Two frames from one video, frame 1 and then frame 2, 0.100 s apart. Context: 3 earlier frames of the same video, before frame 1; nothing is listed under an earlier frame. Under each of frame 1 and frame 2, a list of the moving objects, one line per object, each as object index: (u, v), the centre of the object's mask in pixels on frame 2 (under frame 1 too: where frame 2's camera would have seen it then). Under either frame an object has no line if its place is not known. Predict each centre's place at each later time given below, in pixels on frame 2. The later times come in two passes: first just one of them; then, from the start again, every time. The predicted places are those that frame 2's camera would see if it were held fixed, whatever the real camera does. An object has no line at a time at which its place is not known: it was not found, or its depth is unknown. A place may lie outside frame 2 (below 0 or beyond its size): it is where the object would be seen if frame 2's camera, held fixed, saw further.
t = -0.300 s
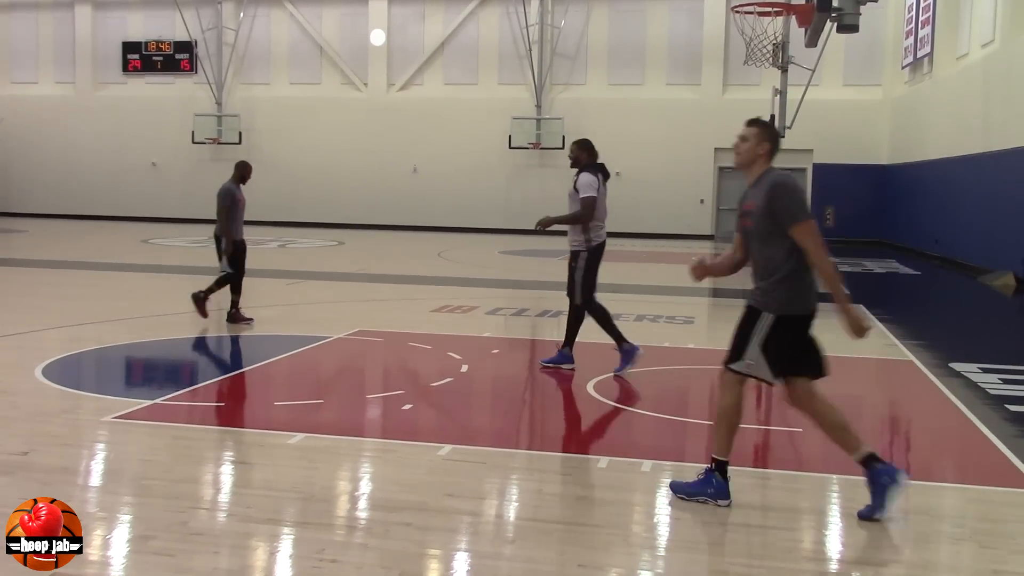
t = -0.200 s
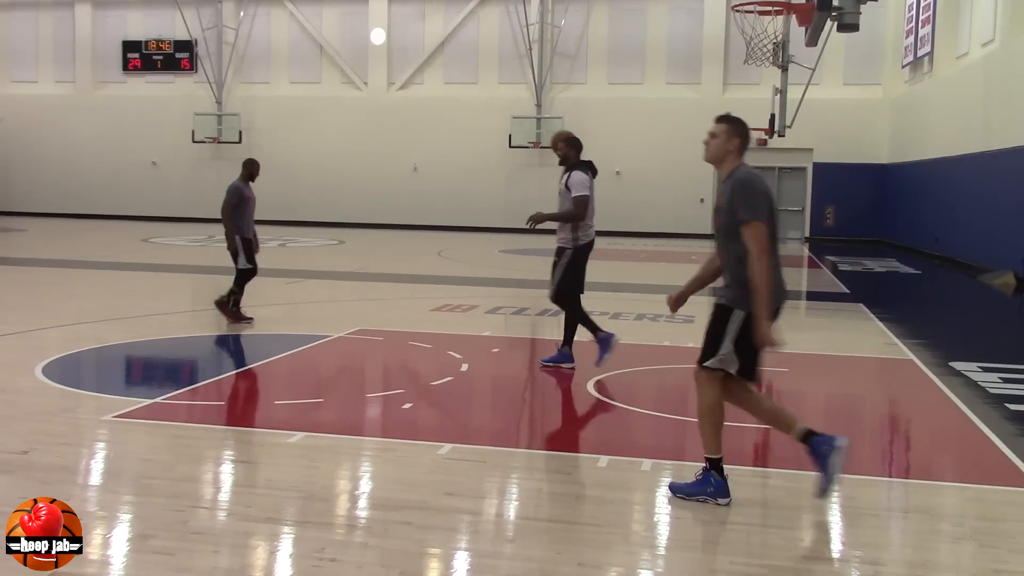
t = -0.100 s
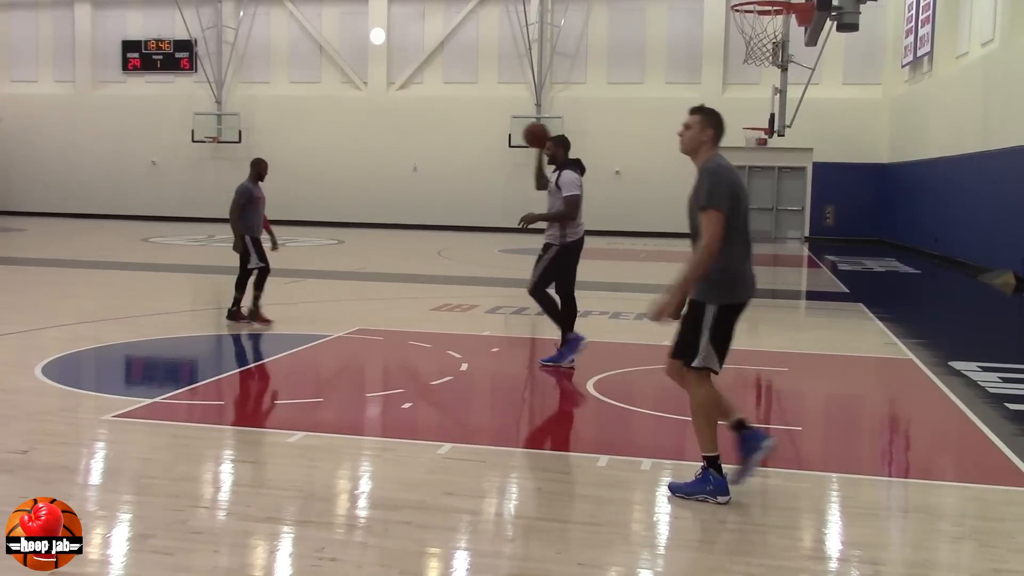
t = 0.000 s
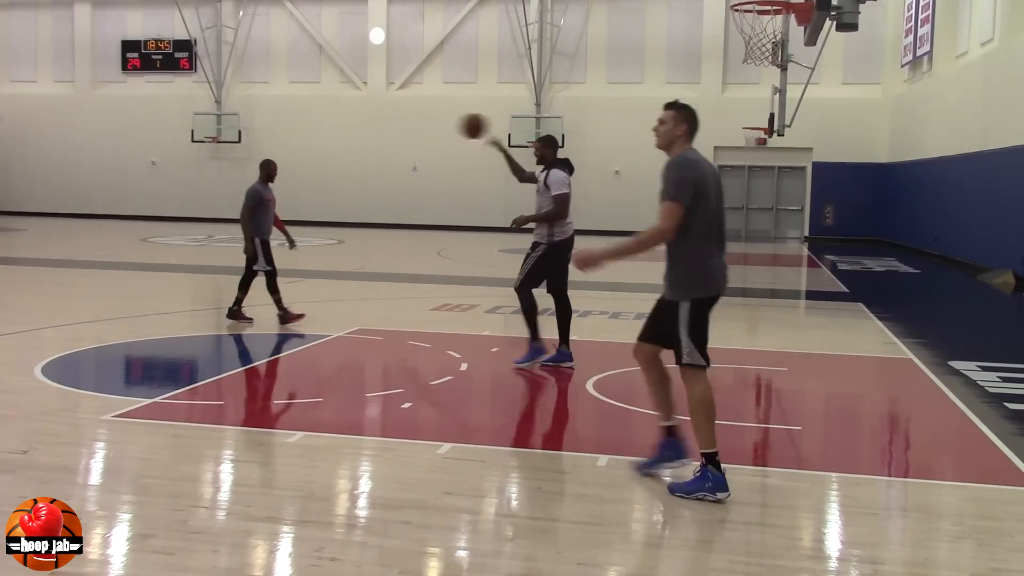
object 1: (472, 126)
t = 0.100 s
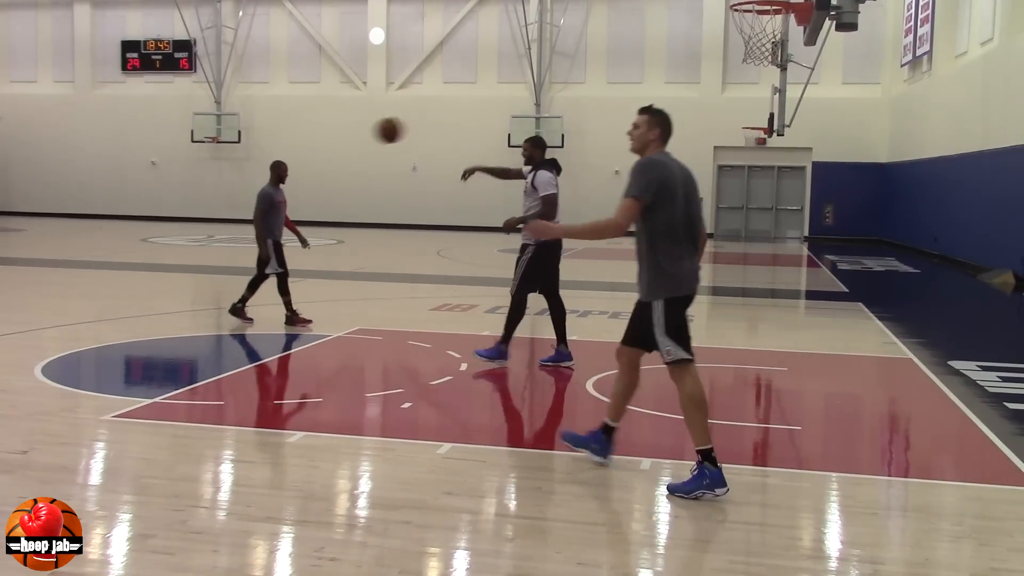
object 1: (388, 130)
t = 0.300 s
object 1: (220, 171)
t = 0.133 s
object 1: (360, 134)
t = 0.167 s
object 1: (332, 139)
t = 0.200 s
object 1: (304, 146)
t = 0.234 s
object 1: (276, 153)
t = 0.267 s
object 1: (248, 162)
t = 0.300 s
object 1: (220, 171)
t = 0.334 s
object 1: (191, 182)
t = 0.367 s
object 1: (165, 194)
